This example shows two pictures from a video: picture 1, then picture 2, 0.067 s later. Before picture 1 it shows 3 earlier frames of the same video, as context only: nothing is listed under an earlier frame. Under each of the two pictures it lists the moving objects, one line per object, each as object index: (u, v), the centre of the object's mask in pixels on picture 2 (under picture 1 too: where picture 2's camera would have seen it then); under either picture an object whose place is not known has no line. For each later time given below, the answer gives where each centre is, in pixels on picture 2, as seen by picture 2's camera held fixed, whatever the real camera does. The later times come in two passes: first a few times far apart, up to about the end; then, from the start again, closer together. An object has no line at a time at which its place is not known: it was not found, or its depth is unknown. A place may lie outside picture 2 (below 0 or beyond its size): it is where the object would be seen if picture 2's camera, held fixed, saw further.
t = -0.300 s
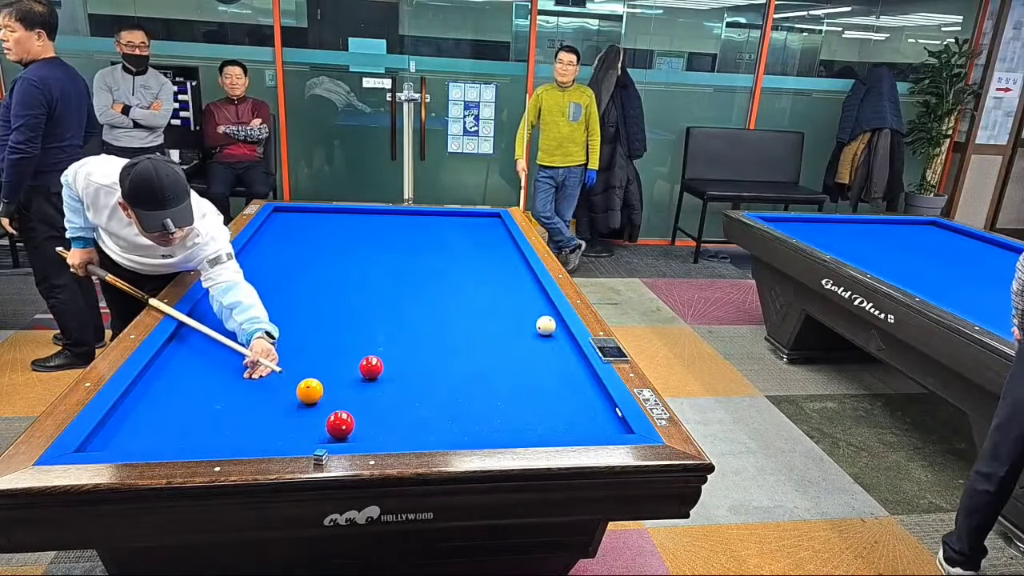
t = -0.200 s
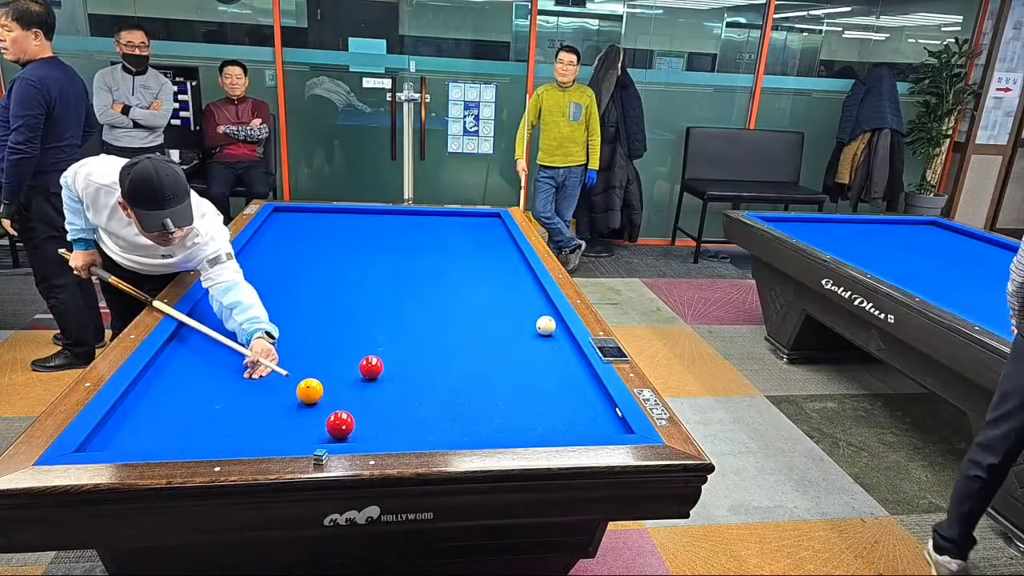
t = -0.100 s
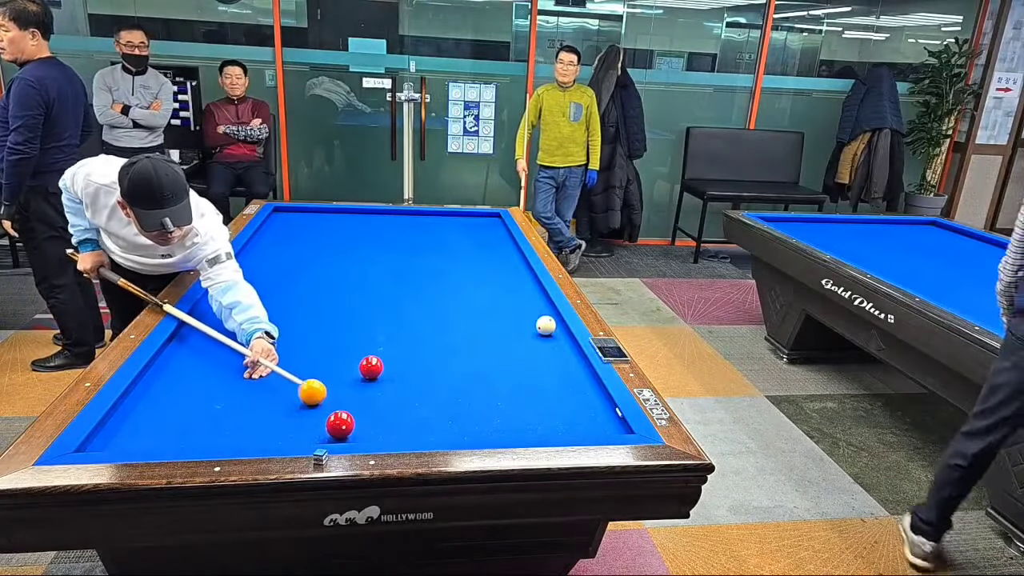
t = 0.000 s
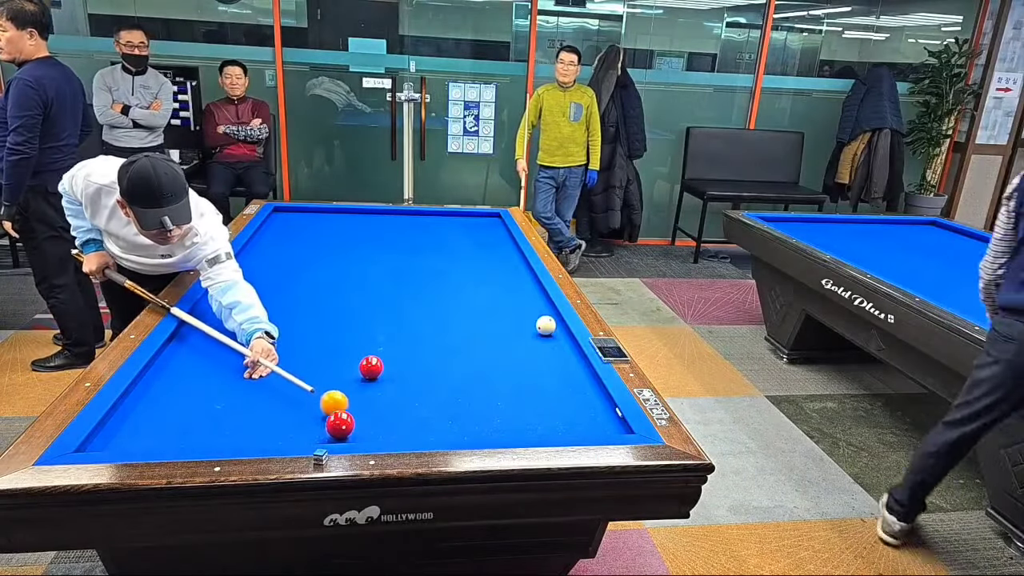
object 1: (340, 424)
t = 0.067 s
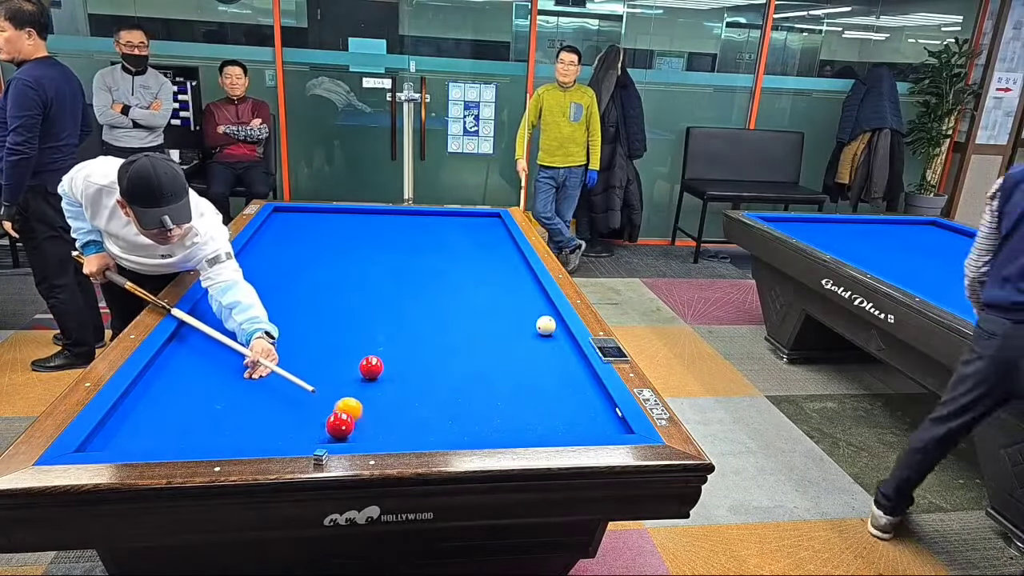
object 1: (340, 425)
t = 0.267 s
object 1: (334, 434)
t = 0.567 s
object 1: (335, 426)
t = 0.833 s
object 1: (336, 417)
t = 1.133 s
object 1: (337, 408)
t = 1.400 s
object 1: (337, 400)
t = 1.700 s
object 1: (337, 394)
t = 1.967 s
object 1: (338, 388)
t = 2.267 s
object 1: (338, 383)
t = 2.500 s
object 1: (337, 379)
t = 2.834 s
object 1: (338, 374)
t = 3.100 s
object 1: (338, 371)
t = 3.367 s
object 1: (338, 369)
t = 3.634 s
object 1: (339, 367)
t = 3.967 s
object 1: (337, 365)
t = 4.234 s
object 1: (332, 364)
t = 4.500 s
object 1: (328, 363)
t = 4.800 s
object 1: (324, 362)
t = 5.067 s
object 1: (322, 362)
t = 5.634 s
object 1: (320, 362)
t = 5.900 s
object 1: (320, 362)
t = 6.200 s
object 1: (320, 362)
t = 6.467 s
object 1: (320, 362)
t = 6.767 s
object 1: (320, 362)
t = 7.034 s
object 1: (320, 362)
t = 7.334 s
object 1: (320, 361)
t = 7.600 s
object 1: (320, 361)
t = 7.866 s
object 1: (320, 362)
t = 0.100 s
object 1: (339, 428)
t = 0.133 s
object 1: (337, 430)
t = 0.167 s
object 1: (336, 432)
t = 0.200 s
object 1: (336, 433)
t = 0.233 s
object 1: (335, 434)
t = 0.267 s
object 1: (334, 434)
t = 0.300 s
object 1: (335, 433)
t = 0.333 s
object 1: (335, 433)
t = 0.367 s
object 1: (335, 432)
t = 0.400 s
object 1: (335, 431)
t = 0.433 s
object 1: (335, 430)
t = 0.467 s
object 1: (335, 429)
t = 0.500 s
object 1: (335, 428)
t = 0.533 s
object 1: (335, 427)
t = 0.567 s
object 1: (335, 426)
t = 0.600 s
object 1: (335, 425)
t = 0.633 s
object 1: (335, 424)
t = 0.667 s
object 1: (335, 422)
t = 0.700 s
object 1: (335, 421)
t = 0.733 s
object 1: (335, 420)
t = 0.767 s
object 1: (335, 419)
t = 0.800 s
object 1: (336, 418)
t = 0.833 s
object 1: (336, 417)
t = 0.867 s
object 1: (336, 416)
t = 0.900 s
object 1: (336, 415)
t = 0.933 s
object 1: (336, 414)
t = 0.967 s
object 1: (336, 413)
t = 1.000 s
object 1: (336, 412)
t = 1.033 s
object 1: (336, 411)
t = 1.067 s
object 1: (336, 410)
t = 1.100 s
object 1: (337, 409)
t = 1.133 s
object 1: (337, 408)
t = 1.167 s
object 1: (337, 407)
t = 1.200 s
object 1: (337, 406)
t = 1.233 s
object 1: (337, 405)
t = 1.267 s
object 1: (337, 404)
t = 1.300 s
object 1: (337, 403)
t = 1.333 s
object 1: (337, 402)
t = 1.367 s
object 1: (337, 401)
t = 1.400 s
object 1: (337, 400)
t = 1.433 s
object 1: (337, 400)
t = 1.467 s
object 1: (337, 399)
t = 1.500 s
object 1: (338, 398)
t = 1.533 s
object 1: (337, 397)
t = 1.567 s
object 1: (338, 397)
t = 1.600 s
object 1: (338, 396)
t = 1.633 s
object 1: (337, 395)
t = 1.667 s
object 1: (337, 395)
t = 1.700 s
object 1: (337, 394)
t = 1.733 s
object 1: (337, 393)
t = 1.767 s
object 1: (338, 392)
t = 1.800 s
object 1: (338, 391)
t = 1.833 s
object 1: (338, 391)
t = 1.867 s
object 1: (338, 390)
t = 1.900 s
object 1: (338, 390)
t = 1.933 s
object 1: (338, 389)
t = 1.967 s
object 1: (338, 388)
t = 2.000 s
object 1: (338, 387)
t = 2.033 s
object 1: (338, 387)
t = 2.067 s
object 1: (338, 386)
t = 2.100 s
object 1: (338, 386)
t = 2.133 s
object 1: (338, 385)
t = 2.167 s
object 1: (338, 384)
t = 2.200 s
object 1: (338, 384)
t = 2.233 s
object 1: (338, 383)
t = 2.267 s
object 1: (338, 383)
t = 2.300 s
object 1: (337, 382)
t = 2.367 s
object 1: (337, 381)
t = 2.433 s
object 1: (337, 380)
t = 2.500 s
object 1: (337, 379)
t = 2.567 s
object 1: (337, 378)
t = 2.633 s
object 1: (337, 377)
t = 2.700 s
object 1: (338, 376)
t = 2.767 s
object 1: (338, 375)
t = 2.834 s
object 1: (338, 374)
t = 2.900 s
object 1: (338, 374)
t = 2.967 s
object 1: (338, 373)
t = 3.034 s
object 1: (338, 372)
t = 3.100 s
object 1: (338, 371)
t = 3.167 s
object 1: (338, 371)
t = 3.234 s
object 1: (338, 370)
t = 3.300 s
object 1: (338, 370)
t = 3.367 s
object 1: (338, 369)
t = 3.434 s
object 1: (339, 369)
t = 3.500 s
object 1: (339, 368)
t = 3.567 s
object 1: (339, 368)
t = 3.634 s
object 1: (339, 367)
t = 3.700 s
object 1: (339, 367)
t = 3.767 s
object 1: (339, 366)
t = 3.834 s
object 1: (339, 366)
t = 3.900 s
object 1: (339, 365)
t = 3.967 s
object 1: (337, 365)
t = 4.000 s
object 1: (336, 365)
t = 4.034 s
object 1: (336, 365)
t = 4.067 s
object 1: (335, 365)
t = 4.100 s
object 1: (334, 365)
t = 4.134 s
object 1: (334, 365)
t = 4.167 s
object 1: (333, 364)
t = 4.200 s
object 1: (332, 364)
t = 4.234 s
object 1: (332, 364)
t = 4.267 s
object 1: (331, 364)
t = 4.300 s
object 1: (331, 364)
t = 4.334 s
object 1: (330, 364)
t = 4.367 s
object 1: (330, 364)
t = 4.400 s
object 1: (329, 363)
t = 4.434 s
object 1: (329, 363)
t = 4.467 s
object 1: (328, 363)
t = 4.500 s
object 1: (328, 363)
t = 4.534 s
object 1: (327, 363)
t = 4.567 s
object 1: (327, 363)
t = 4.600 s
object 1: (327, 363)
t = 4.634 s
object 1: (326, 363)
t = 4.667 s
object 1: (326, 363)
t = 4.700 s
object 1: (325, 363)
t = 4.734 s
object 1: (325, 363)
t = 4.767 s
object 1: (324, 362)
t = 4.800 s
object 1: (324, 362)
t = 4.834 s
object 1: (324, 362)
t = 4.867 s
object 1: (323, 362)
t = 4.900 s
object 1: (323, 362)
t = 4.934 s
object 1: (323, 362)
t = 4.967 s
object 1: (322, 362)
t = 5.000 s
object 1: (322, 362)
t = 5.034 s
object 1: (322, 362)
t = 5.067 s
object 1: (322, 362)
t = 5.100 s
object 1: (328, 359)
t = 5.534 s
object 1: (318, 363)
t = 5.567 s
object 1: (320, 362)
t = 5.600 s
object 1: (320, 362)
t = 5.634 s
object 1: (320, 362)
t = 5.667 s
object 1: (320, 362)
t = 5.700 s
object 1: (320, 362)
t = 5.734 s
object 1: (320, 362)
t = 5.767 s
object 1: (320, 362)
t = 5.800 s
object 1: (320, 362)
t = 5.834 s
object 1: (320, 362)
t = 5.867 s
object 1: (320, 362)
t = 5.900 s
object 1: (320, 362)
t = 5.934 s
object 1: (320, 362)
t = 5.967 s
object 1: (320, 362)
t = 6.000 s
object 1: (320, 362)
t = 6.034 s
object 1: (320, 362)
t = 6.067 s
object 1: (320, 362)
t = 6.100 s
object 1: (320, 362)
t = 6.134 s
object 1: (320, 362)
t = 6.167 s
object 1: (320, 362)
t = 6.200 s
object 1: (320, 362)
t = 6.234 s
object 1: (320, 362)
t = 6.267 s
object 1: (320, 362)
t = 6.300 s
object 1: (320, 362)
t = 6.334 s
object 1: (320, 362)
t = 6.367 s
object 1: (320, 362)
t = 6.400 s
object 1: (320, 362)
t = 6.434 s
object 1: (320, 362)
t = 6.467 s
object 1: (320, 362)
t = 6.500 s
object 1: (320, 362)
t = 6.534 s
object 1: (320, 362)
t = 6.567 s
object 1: (320, 362)
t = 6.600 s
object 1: (320, 362)
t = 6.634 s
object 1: (320, 362)
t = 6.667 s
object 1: (320, 362)
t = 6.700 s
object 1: (320, 362)
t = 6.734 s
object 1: (320, 362)
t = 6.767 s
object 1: (320, 362)
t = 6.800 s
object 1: (320, 362)
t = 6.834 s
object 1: (320, 362)
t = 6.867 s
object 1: (320, 362)
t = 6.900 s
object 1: (320, 362)
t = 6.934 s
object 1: (320, 362)
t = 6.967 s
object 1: (320, 362)
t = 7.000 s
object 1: (320, 362)
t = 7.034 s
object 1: (320, 362)
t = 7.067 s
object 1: (320, 362)
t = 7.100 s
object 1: (320, 362)
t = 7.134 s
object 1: (320, 362)
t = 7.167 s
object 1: (320, 362)
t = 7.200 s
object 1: (320, 362)
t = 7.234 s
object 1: (320, 362)
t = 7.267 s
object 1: (320, 361)
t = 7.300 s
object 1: (320, 361)
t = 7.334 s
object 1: (320, 361)
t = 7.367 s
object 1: (320, 361)
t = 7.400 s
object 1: (320, 361)
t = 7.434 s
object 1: (320, 361)
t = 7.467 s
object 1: (320, 361)
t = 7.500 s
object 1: (320, 361)
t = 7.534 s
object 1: (320, 361)
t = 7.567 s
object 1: (320, 361)
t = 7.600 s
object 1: (320, 361)
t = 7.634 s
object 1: (320, 361)
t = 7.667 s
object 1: (320, 361)
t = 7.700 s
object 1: (320, 361)
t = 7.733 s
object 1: (320, 361)
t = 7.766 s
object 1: (320, 361)
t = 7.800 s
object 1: (320, 361)
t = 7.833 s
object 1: (320, 361)
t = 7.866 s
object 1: (320, 362)
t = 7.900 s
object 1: (320, 361)
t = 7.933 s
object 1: (320, 362)
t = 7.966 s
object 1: (320, 362)
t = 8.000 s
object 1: (320, 362)
